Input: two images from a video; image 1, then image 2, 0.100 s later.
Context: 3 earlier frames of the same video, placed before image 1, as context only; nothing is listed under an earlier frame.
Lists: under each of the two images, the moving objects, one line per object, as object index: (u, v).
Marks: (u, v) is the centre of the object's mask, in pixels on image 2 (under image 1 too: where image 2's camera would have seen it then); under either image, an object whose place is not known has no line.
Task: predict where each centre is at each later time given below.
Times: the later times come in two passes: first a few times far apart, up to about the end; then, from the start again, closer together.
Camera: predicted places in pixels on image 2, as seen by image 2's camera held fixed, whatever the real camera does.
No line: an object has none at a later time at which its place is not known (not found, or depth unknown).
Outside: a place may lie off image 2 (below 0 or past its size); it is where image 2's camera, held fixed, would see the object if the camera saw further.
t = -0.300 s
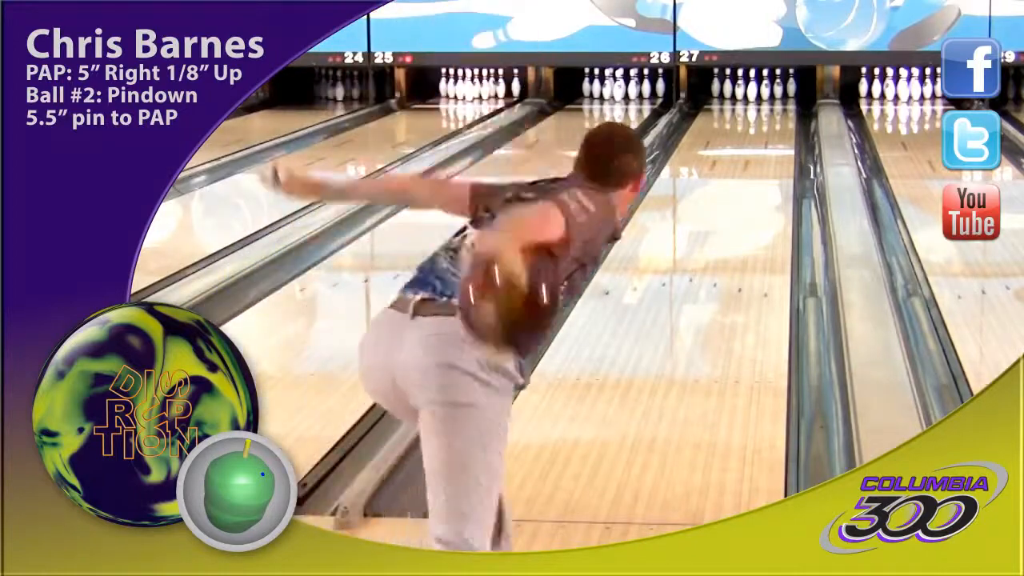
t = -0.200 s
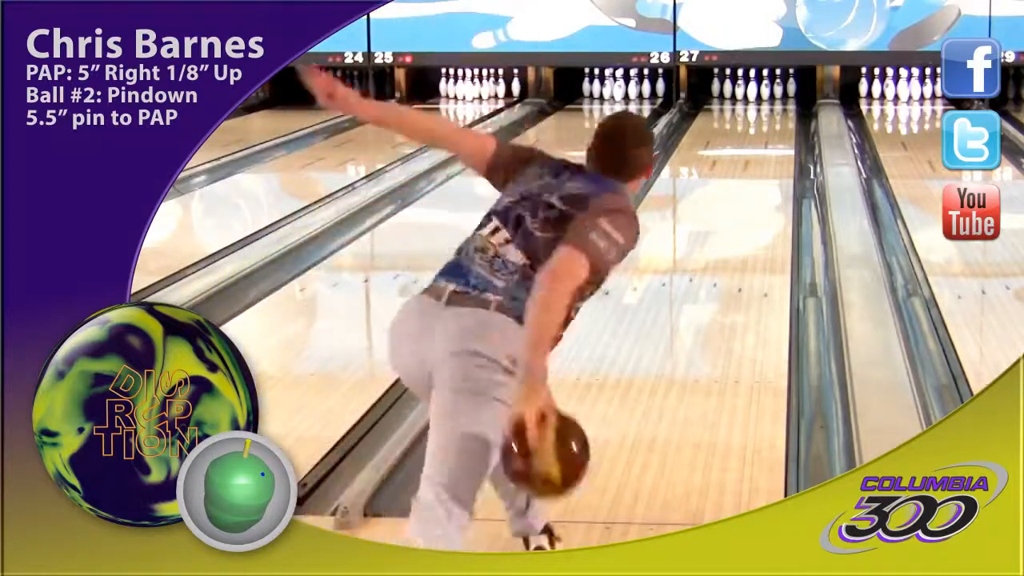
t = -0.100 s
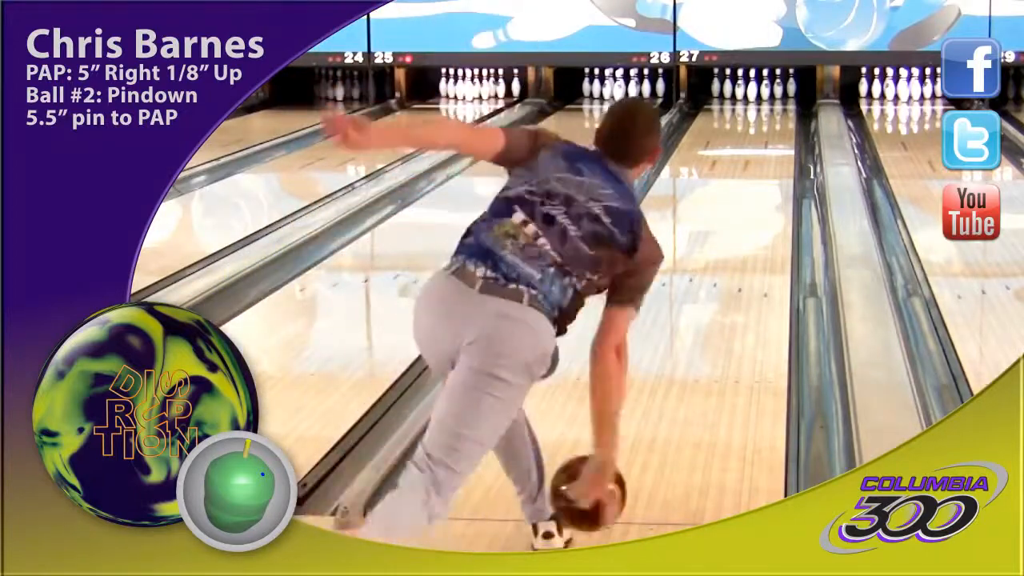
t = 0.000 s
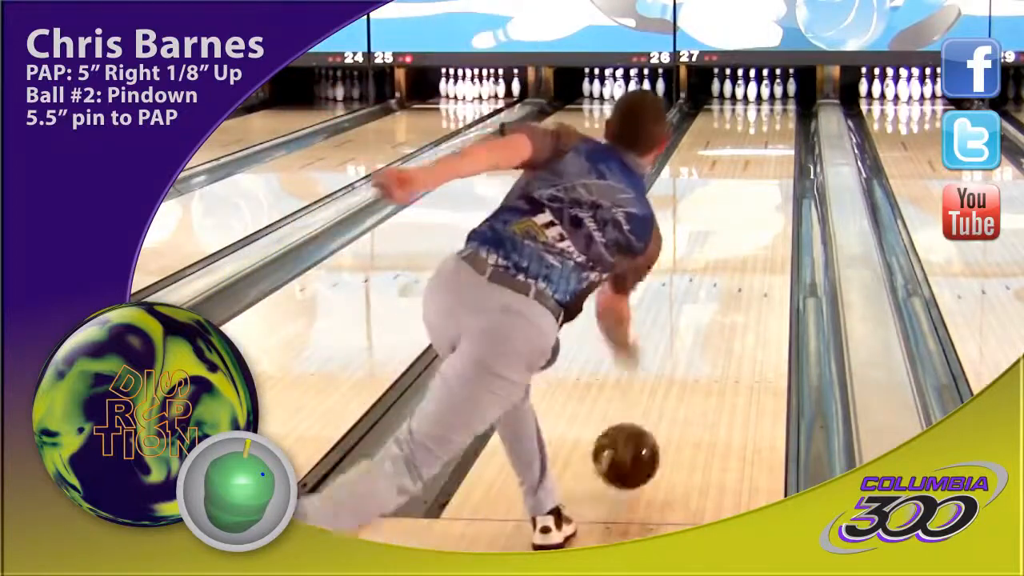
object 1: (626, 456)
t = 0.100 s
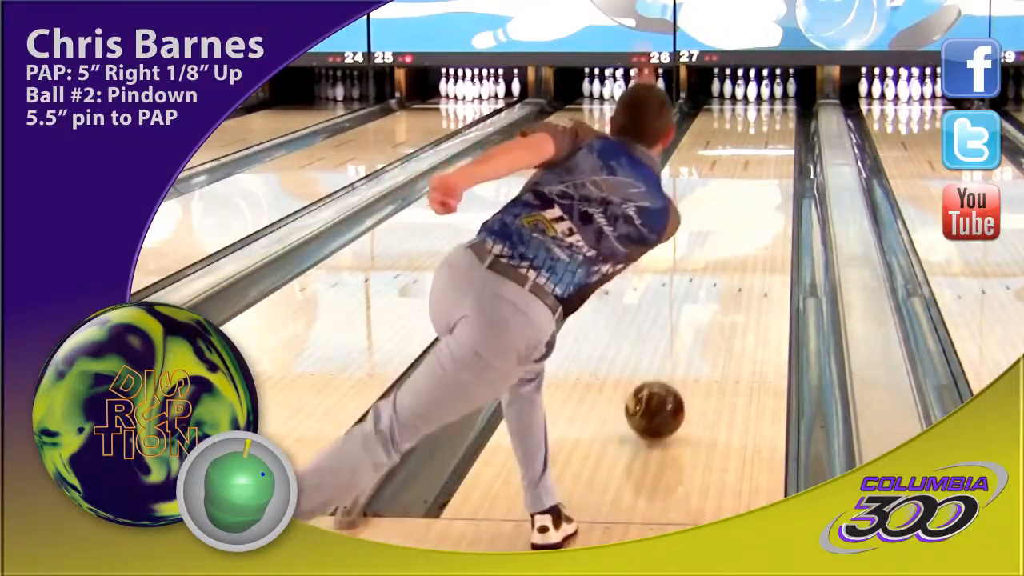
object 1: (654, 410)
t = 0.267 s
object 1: (690, 342)
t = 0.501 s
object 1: (721, 280)
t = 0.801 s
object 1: (753, 214)
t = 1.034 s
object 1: (767, 182)
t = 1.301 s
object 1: (776, 154)
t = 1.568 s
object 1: (780, 132)
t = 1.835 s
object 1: (777, 117)
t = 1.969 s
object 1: (774, 109)
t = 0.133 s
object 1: (663, 397)
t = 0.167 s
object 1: (670, 381)
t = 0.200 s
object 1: (678, 367)
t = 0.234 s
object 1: (684, 354)
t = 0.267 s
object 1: (690, 342)
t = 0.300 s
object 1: (696, 330)
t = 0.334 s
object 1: (702, 319)
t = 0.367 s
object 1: (707, 309)
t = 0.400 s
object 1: (712, 299)
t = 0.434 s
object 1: (717, 289)
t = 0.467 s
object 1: (721, 281)
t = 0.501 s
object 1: (721, 280)
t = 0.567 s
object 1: (732, 258)
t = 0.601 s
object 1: (735, 251)
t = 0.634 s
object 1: (739, 244)
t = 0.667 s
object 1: (742, 237)
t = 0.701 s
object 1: (745, 231)
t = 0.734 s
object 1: (748, 225)
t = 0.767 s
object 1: (750, 219)
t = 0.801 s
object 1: (753, 214)
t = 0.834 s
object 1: (755, 208)
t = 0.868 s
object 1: (757, 203)
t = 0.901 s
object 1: (759, 199)
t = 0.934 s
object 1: (761, 194)
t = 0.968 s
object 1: (763, 190)
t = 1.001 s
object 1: (765, 185)
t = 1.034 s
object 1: (767, 182)
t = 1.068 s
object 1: (768, 179)
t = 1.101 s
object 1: (770, 174)
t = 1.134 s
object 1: (771, 170)
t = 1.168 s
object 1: (772, 167)
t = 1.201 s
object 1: (773, 164)
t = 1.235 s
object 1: (774, 160)
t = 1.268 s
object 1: (775, 157)
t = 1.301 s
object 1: (776, 154)
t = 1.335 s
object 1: (777, 151)
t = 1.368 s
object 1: (777, 149)
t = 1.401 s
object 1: (778, 146)
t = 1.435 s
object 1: (779, 143)
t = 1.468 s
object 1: (779, 140)
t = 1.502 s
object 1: (779, 137)
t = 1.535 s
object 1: (780, 135)
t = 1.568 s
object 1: (780, 132)
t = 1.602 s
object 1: (780, 130)
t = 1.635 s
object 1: (780, 129)
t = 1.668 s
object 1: (779, 125)
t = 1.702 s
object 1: (780, 124)
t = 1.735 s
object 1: (779, 122)
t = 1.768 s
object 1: (778, 121)
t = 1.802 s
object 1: (778, 120)
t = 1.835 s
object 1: (777, 117)
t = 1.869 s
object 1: (777, 116)
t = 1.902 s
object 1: (775, 112)
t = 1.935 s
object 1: (775, 112)
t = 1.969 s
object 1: (774, 109)
